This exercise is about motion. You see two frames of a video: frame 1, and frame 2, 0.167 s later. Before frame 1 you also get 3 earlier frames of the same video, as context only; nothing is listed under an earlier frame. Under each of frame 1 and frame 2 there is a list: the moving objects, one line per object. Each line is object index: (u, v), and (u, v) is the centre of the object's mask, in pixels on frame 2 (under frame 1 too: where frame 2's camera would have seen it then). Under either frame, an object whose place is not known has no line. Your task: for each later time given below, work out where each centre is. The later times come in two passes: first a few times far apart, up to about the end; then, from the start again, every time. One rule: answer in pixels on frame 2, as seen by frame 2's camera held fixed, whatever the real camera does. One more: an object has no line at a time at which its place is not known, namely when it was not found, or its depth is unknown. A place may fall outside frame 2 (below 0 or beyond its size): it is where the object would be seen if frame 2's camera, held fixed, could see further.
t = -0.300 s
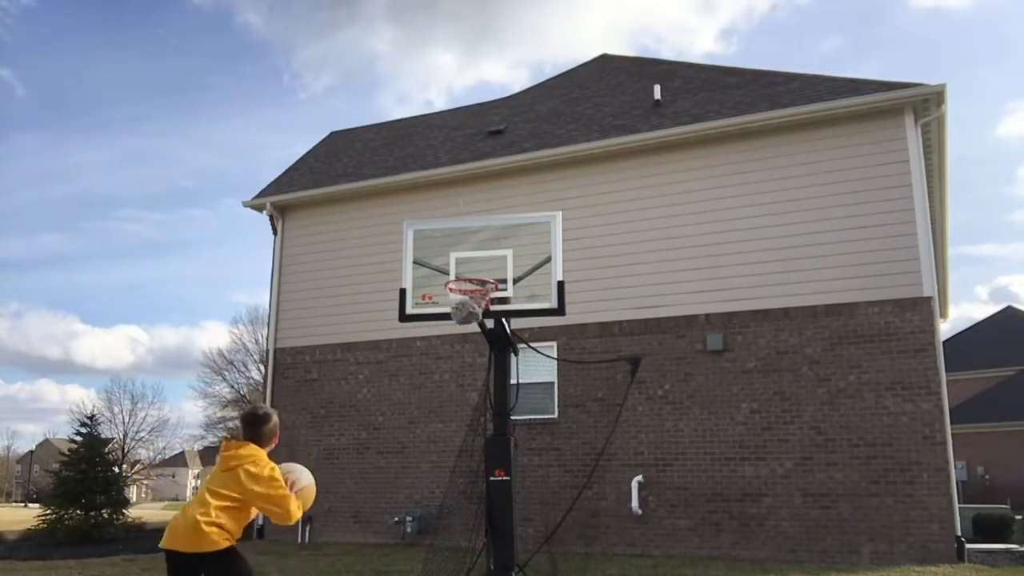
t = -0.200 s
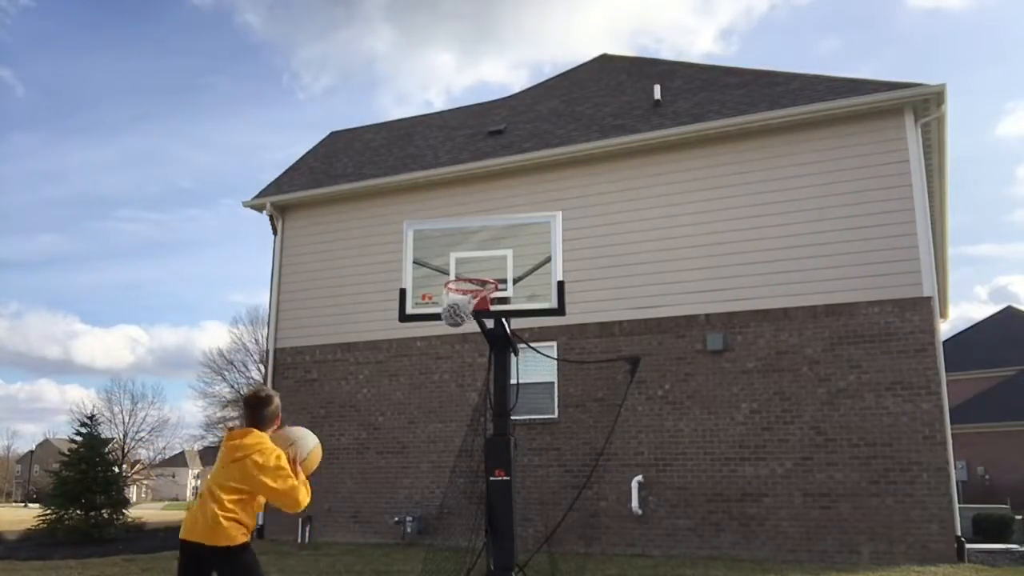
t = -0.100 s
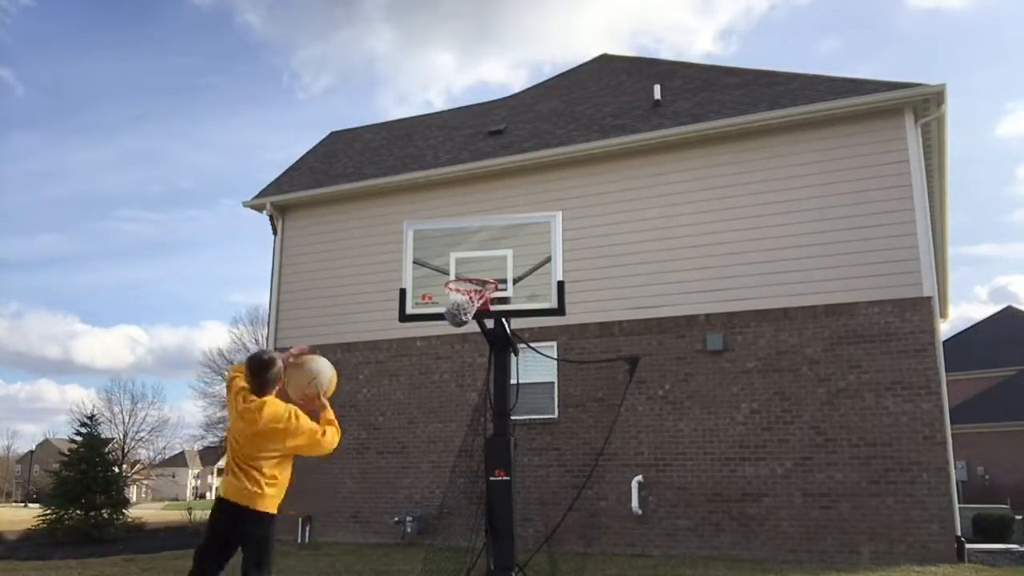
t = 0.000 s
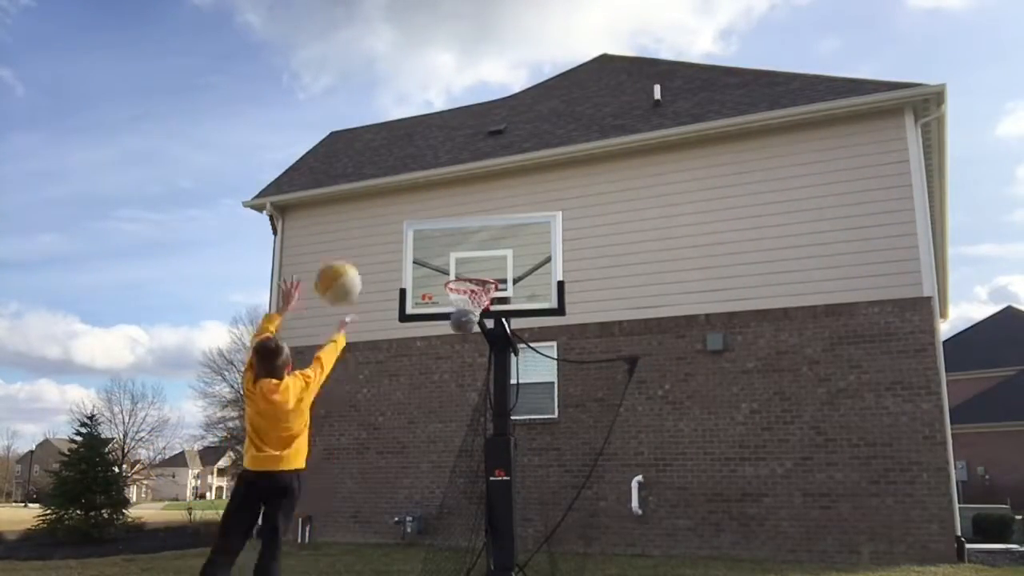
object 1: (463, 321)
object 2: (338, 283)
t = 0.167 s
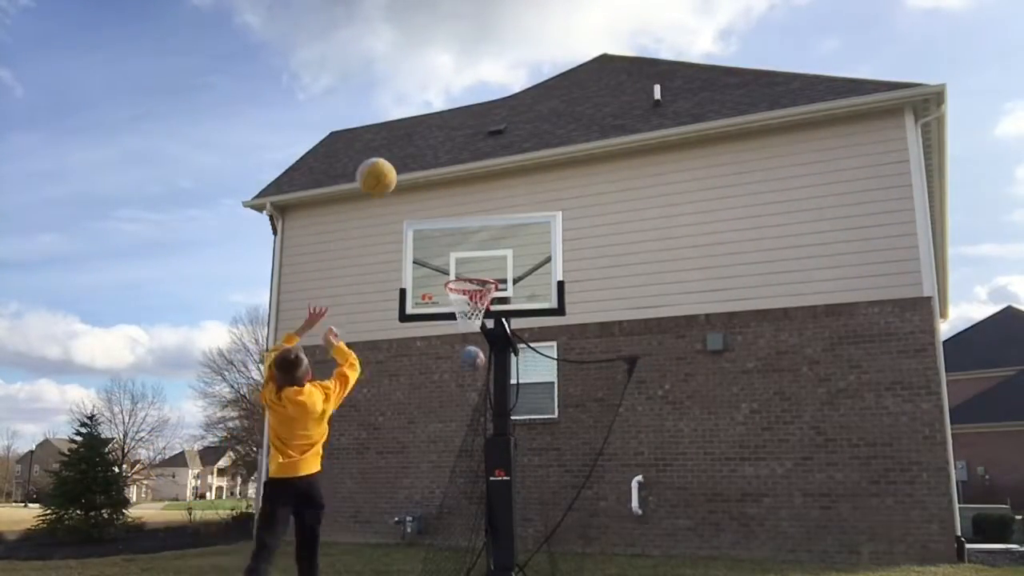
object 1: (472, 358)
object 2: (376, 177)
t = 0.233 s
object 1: (475, 383)
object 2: (388, 154)
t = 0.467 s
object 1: (480, 523)
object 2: (421, 129)
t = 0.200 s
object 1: (474, 369)
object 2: (382, 164)
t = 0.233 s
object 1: (475, 383)
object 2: (388, 154)
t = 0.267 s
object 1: (476, 398)
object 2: (394, 145)
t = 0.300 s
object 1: (477, 413)
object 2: (399, 138)
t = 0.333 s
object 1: (476, 434)
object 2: (403, 134)
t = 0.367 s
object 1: (478, 452)
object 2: (408, 130)
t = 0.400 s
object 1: (478, 475)
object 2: (413, 127)
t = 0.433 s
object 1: (479, 498)
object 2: (417, 127)
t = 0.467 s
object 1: (480, 523)
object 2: (421, 129)
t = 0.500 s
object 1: (482, 549)
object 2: (425, 131)
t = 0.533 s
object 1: (483, 570)
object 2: (429, 134)
